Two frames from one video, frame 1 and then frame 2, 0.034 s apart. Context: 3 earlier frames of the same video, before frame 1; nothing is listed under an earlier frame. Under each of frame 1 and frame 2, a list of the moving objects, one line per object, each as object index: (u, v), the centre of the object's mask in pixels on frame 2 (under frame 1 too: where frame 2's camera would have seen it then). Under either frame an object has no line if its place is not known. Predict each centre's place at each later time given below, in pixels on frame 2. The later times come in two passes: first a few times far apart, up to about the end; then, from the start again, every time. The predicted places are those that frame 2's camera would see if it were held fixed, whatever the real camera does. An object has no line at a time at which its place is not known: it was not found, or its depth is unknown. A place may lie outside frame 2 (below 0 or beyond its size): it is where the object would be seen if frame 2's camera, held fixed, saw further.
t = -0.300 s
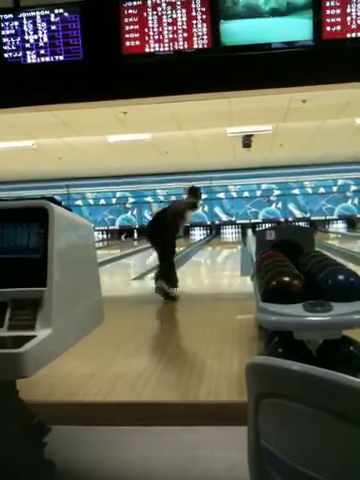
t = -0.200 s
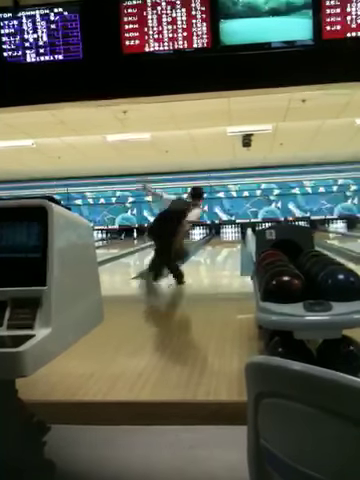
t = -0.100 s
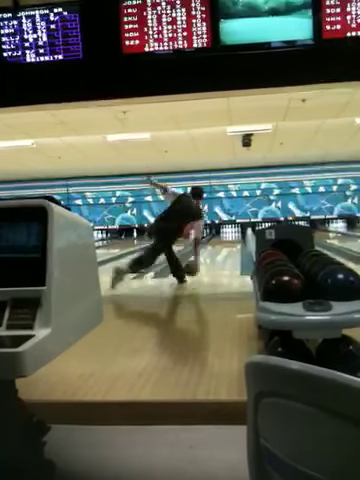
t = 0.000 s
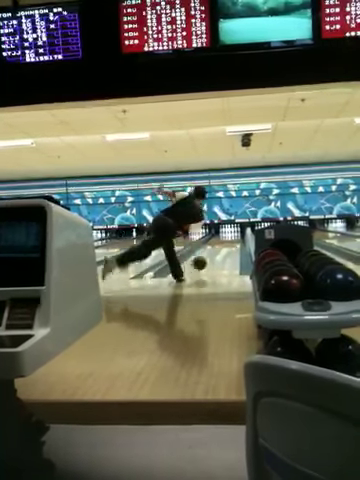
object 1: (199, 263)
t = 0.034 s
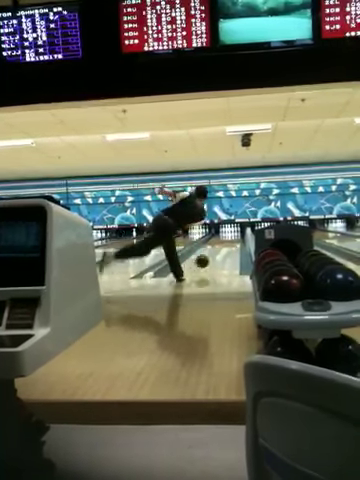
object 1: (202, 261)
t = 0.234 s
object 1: (213, 256)
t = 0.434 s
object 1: (220, 250)
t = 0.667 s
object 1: (226, 244)
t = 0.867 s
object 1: (230, 241)
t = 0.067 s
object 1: (204, 260)
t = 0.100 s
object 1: (206, 260)
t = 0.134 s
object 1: (208, 260)
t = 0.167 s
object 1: (210, 258)
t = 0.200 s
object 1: (211, 257)
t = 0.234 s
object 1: (213, 256)
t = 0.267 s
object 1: (214, 255)
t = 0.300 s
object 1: (215, 253)
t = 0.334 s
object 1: (217, 252)
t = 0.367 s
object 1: (218, 251)
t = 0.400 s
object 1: (219, 250)
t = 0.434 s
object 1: (220, 250)
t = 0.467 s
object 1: (222, 249)
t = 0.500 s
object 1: (223, 248)
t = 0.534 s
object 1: (223, 248)
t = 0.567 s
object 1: (224, 247)
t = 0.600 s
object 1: (225, 246)
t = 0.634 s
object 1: (226, 245)
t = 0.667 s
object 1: (226, 244)
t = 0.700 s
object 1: (227, 244)
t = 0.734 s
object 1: (228, 243)
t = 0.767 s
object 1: (228, 242)
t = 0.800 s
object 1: (228, 242)
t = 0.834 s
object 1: (229, 241)
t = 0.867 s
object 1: (230, 241)
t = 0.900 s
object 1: (230, 241)
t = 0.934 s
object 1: (231, 240)
